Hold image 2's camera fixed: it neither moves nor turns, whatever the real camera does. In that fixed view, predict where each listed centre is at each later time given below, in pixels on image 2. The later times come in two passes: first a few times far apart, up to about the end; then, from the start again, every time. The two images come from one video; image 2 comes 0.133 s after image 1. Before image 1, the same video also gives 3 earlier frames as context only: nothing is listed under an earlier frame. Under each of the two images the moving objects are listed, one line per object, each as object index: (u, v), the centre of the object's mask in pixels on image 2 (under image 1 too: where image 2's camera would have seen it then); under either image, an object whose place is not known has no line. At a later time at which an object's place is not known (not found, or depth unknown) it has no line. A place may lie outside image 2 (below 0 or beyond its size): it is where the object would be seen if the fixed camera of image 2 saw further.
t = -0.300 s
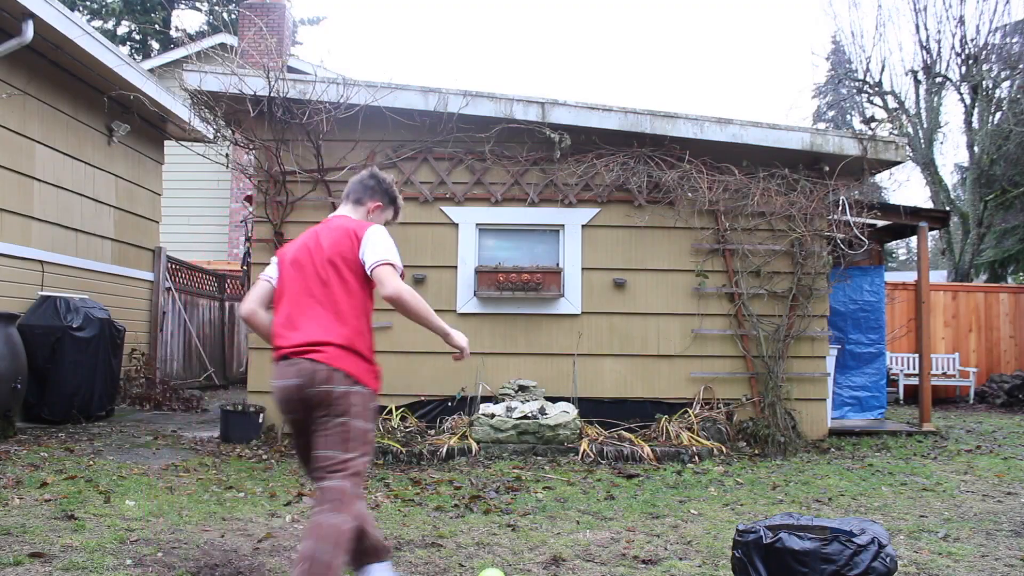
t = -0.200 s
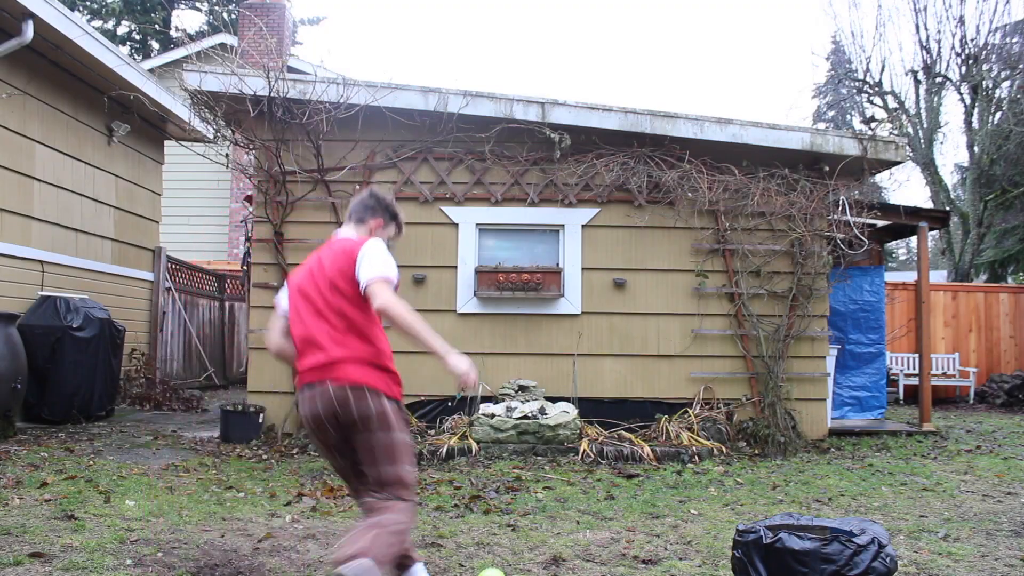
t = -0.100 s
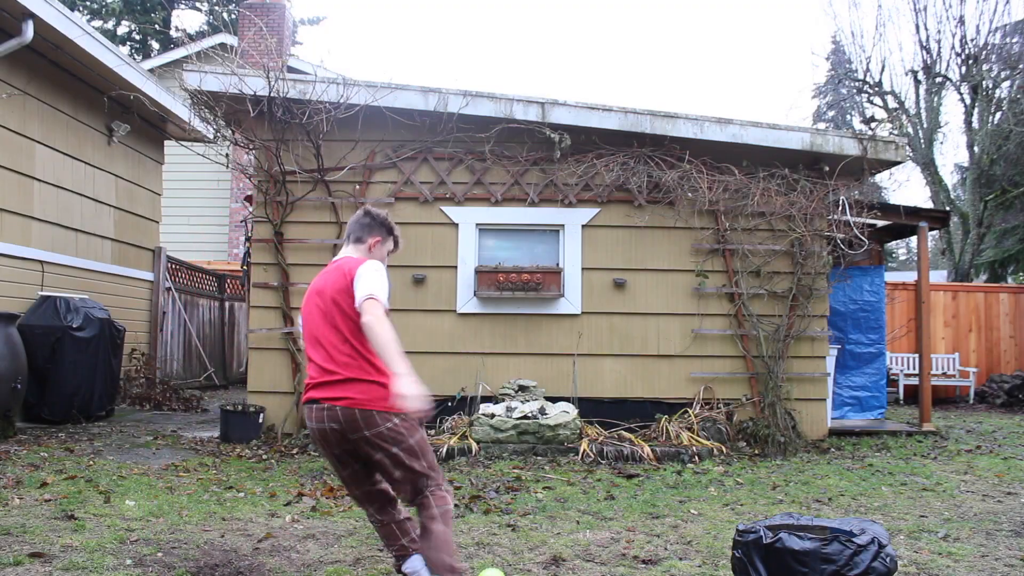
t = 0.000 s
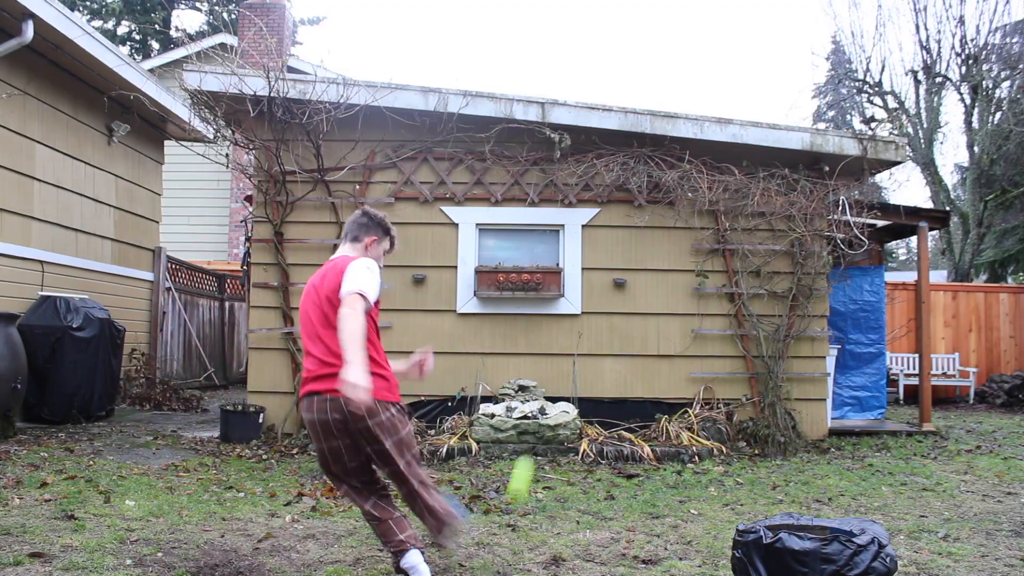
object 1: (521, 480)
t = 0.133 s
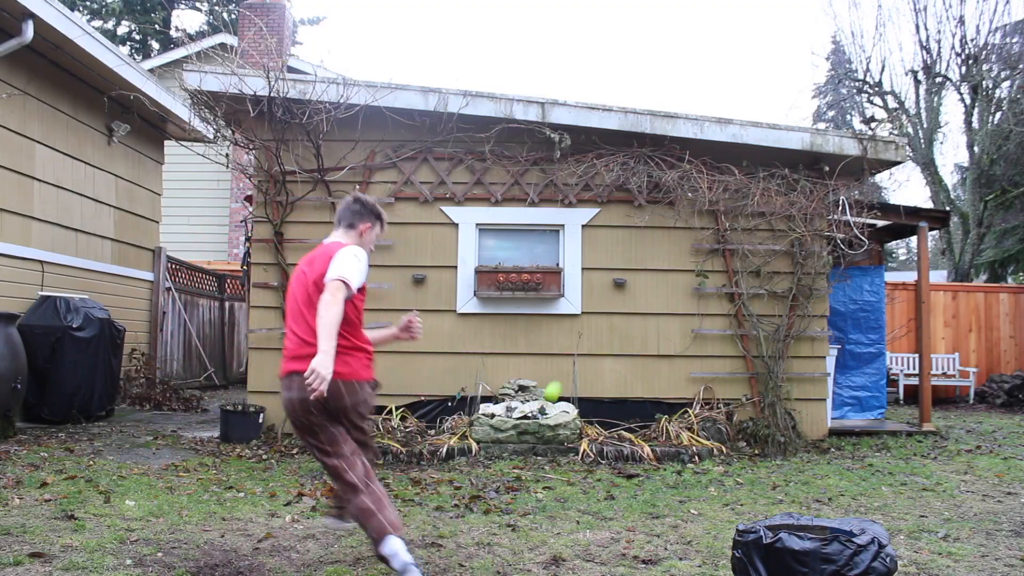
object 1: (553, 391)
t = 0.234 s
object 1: (566, 371)
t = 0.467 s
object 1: (489, 387)
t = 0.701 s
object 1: (415, 461)
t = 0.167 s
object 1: (560, 381)
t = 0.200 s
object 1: (566, 375)
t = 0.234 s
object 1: (566, 371)
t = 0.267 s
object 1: (556, 369)
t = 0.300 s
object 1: (544, 369)
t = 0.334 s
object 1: (533, 369)
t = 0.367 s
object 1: (522, 371)
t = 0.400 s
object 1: (511, 375)
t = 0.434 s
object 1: (499, 380)
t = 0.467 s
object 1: (489, 387)
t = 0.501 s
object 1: (476, 395)
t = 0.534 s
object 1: (466, 404)
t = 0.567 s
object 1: (455, 415)
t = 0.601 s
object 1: (444, 427)
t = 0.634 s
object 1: (433, 442)
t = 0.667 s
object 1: (423, 457)
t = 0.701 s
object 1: (415, 461)
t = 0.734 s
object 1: (410, 454)
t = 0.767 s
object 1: (404, 448)
